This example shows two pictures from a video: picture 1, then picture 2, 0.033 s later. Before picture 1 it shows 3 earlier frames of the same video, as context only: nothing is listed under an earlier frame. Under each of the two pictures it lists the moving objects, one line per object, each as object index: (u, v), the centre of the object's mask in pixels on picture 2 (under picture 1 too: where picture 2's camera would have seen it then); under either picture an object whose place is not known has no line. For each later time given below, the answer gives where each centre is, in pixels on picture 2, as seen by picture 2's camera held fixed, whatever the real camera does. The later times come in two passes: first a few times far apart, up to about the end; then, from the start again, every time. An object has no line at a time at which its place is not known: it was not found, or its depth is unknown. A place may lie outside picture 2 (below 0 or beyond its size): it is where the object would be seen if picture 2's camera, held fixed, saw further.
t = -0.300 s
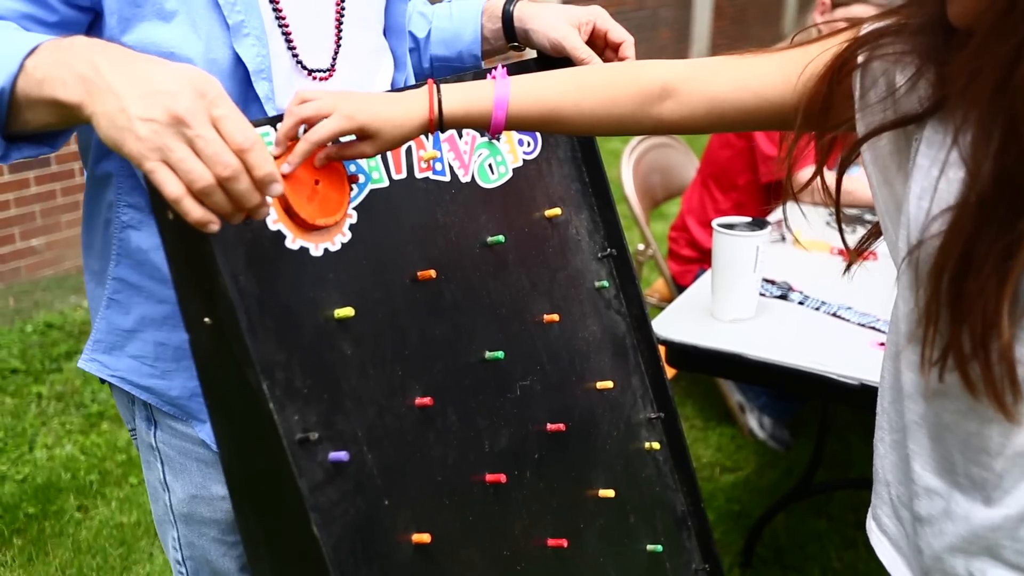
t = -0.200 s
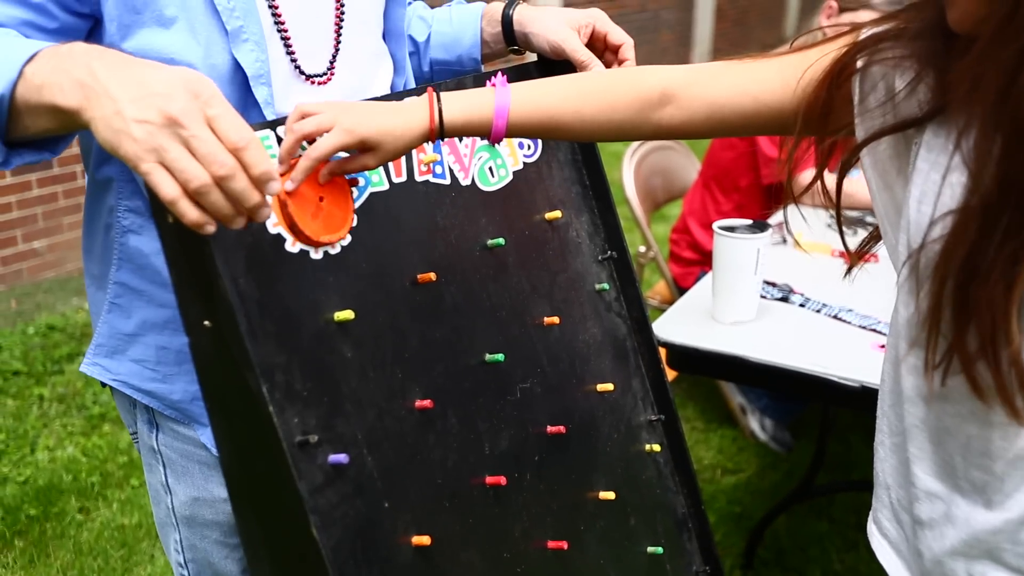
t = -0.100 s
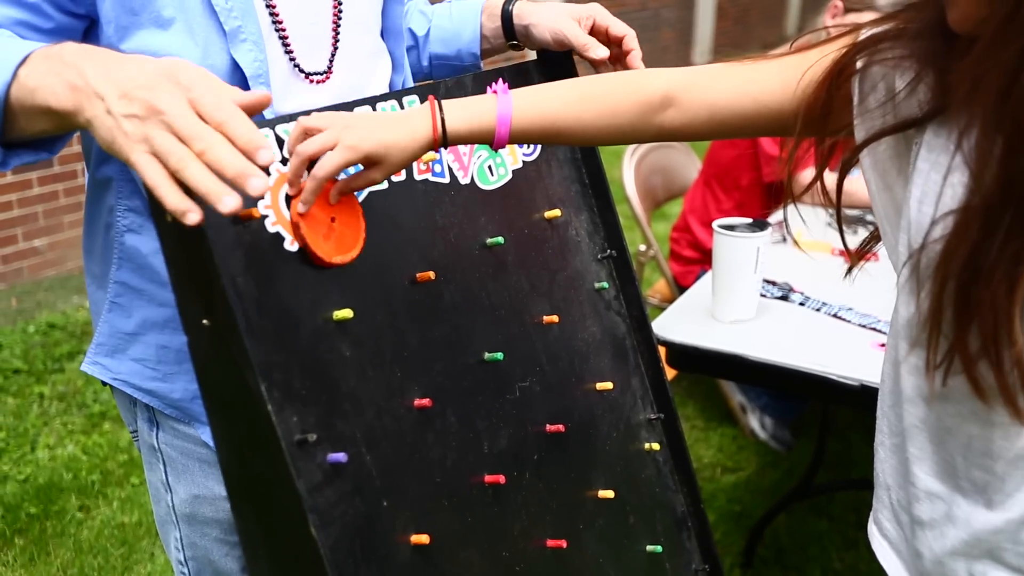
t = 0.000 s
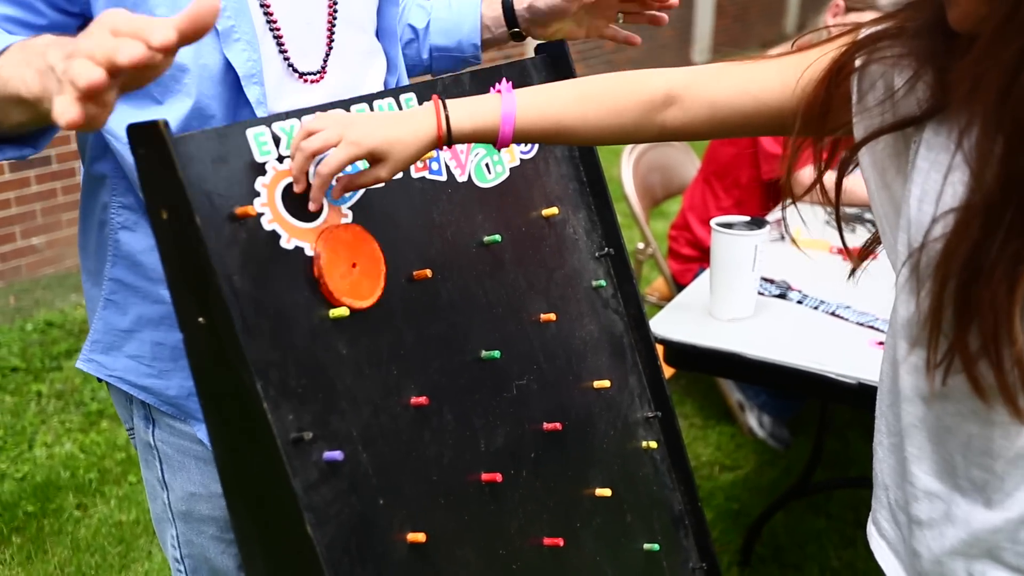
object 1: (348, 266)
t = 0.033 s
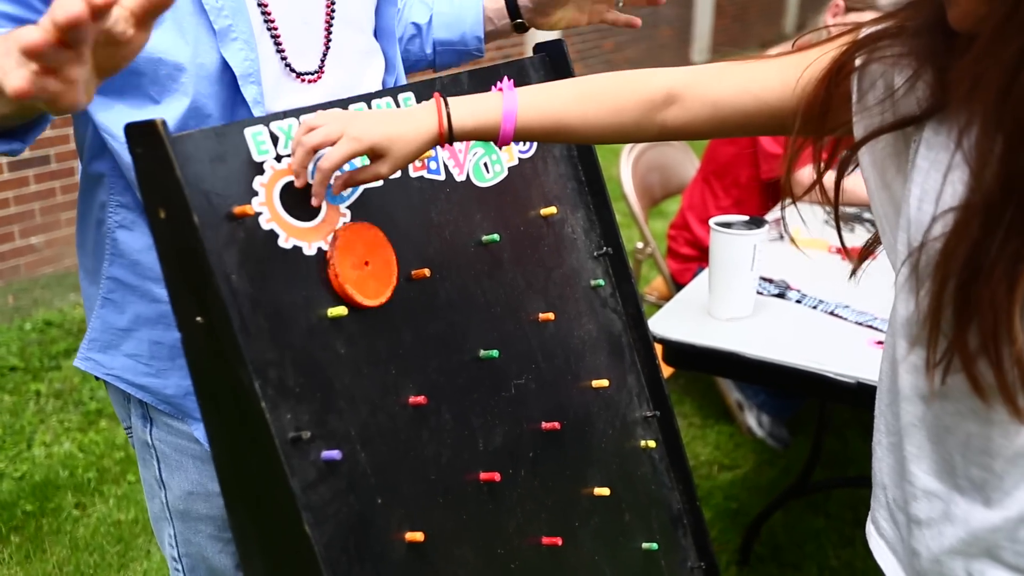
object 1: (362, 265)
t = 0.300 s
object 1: (348, 397)
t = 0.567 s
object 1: (422, 458)
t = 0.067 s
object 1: (378, 273)
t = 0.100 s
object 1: (387, 290)
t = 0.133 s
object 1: (385, 314)
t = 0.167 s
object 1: (387, 348)
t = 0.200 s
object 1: (382, 372)
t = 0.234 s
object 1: (364, 381)
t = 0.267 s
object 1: (351, 401)
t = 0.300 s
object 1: (348, 397)
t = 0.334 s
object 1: (351, 385)
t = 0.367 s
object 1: (357, 384)
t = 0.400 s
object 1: (365, 392)
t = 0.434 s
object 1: (375, 408)
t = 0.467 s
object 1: (386, 433)
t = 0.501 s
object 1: (401, 466)
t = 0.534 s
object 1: (414, 477)
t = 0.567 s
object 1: (422, 458)
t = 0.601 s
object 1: (433, 449)
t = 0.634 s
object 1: (445, 449)
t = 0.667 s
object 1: (460, 458)
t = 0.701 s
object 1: (455, 453)
